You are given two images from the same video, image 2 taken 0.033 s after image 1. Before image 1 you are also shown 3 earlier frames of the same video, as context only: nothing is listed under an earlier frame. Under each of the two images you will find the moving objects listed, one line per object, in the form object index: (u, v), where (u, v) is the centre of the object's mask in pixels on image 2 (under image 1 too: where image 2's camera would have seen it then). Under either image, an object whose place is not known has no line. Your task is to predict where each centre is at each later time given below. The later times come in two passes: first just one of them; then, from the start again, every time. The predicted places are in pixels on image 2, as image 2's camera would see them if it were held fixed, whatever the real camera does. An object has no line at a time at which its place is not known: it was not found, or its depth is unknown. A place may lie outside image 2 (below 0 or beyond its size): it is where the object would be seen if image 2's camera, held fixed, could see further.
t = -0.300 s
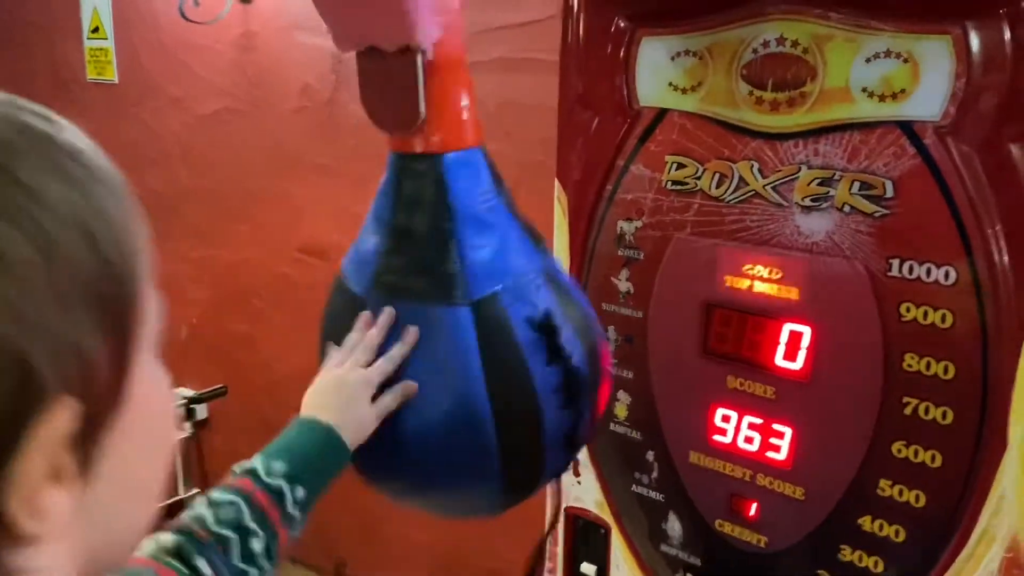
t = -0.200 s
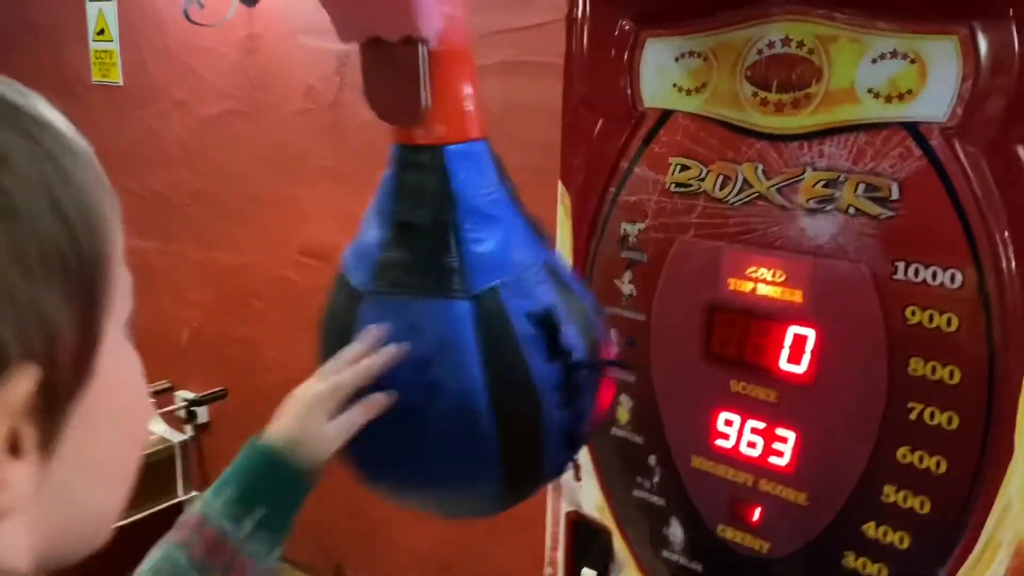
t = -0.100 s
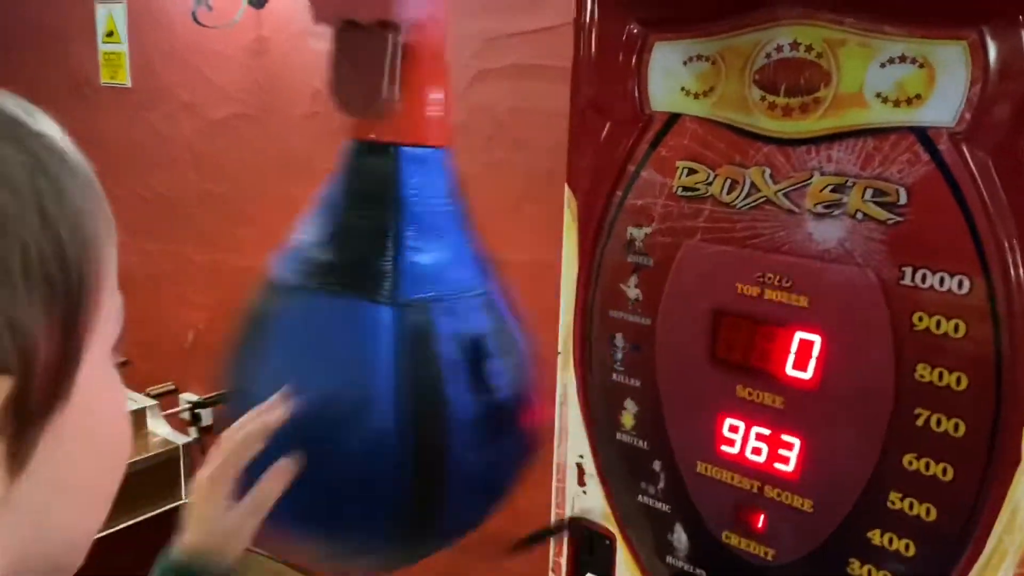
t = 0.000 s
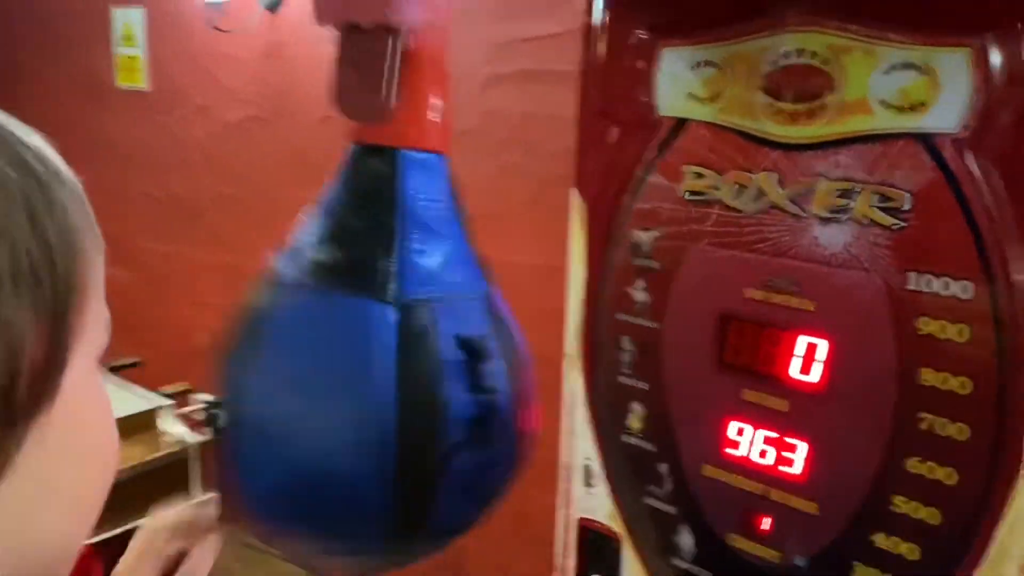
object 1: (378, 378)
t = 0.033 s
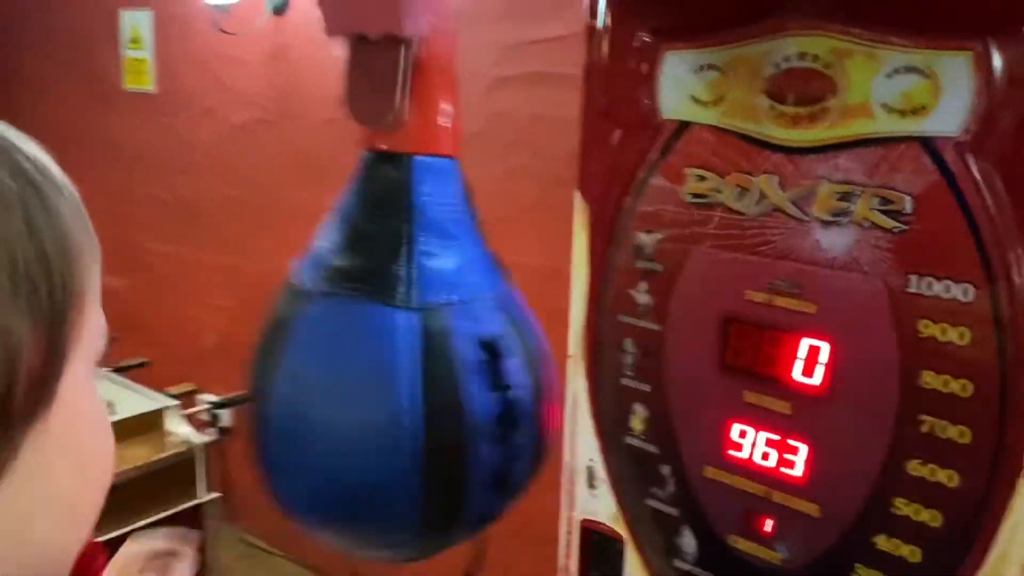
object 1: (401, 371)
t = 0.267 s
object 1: (374, 377)
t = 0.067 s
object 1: (409, 370)
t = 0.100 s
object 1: (409, 371)
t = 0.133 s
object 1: (400, 374)
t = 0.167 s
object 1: (380, 379)
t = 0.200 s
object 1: (362, 381)
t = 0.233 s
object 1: (362, 379)
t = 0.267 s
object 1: (374, 377)
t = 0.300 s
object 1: (385, 374)
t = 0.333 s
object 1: (385, 373)
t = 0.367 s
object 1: (378, 374)
